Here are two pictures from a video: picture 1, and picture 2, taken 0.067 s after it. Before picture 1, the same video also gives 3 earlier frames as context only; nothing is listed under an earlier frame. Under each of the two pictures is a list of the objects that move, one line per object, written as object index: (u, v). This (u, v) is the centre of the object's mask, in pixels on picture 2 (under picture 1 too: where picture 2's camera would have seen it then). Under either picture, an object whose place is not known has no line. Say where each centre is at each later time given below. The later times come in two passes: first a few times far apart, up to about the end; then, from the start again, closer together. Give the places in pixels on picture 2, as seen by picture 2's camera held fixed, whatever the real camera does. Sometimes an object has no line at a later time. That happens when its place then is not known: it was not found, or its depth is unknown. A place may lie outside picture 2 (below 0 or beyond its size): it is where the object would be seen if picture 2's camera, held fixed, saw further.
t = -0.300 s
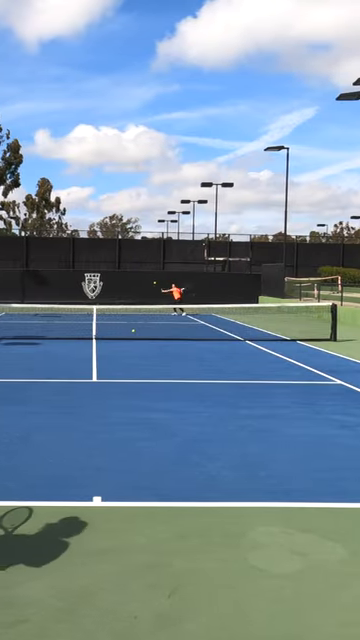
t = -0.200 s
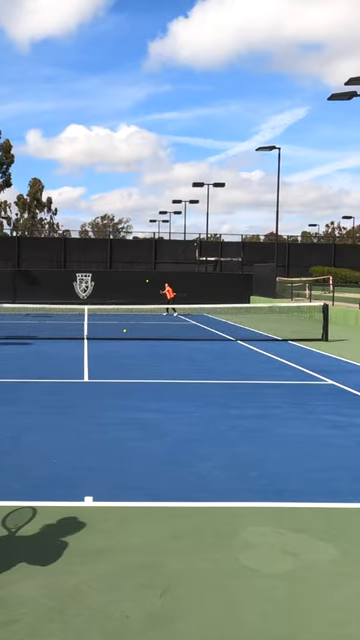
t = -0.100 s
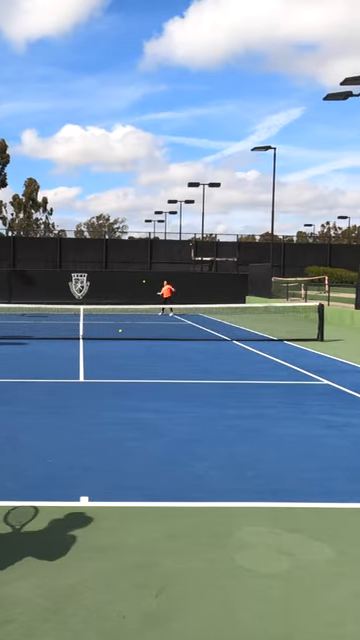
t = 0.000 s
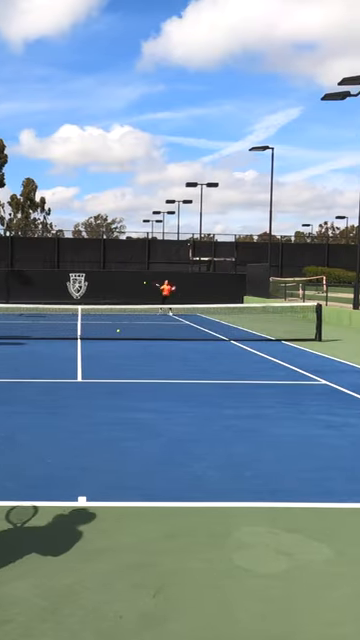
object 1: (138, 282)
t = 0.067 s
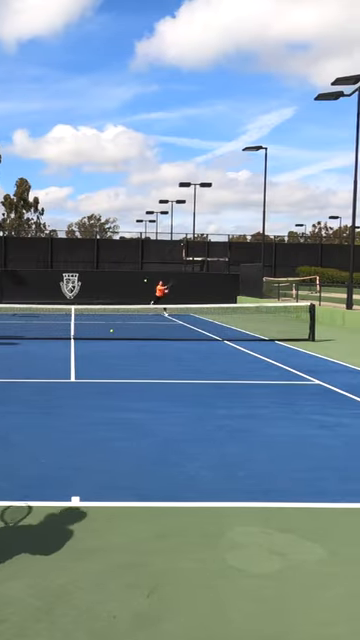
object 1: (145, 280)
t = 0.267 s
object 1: (171, 283)
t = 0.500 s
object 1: (219, 323)
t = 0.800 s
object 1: (352, 418)
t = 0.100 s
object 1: (149, 279)
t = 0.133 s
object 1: (153, 279)
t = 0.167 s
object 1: (157, 280)
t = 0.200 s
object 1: (162, 281)
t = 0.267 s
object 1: (171, 283)
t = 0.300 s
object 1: (177, 286)
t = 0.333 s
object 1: (183, 289)
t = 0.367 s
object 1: (189, 293)
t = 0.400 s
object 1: (195, 298)
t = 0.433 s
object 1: (203, 305)
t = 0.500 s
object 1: (219, 323)
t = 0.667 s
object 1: (281, 414)
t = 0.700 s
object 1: (297, 422)
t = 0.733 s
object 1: (312, 419)
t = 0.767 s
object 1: (330, 418)
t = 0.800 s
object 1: (352, 418)
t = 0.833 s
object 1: (377, 420)
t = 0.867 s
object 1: (408, 425)
